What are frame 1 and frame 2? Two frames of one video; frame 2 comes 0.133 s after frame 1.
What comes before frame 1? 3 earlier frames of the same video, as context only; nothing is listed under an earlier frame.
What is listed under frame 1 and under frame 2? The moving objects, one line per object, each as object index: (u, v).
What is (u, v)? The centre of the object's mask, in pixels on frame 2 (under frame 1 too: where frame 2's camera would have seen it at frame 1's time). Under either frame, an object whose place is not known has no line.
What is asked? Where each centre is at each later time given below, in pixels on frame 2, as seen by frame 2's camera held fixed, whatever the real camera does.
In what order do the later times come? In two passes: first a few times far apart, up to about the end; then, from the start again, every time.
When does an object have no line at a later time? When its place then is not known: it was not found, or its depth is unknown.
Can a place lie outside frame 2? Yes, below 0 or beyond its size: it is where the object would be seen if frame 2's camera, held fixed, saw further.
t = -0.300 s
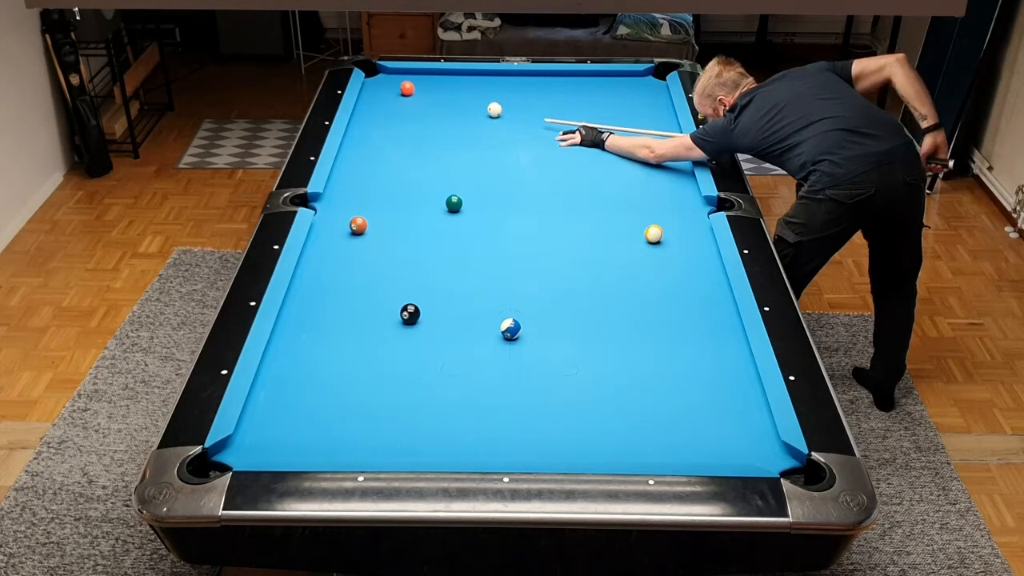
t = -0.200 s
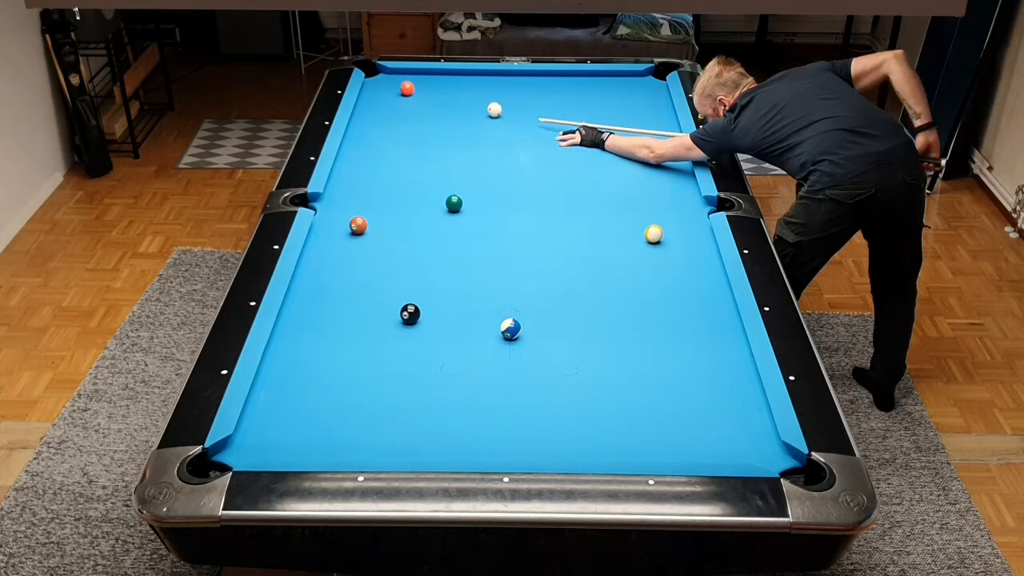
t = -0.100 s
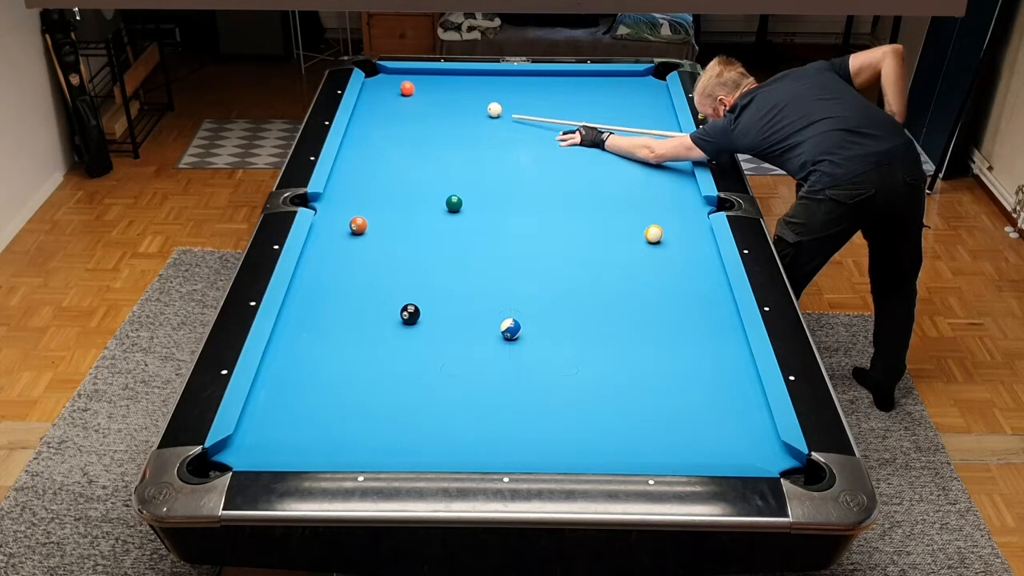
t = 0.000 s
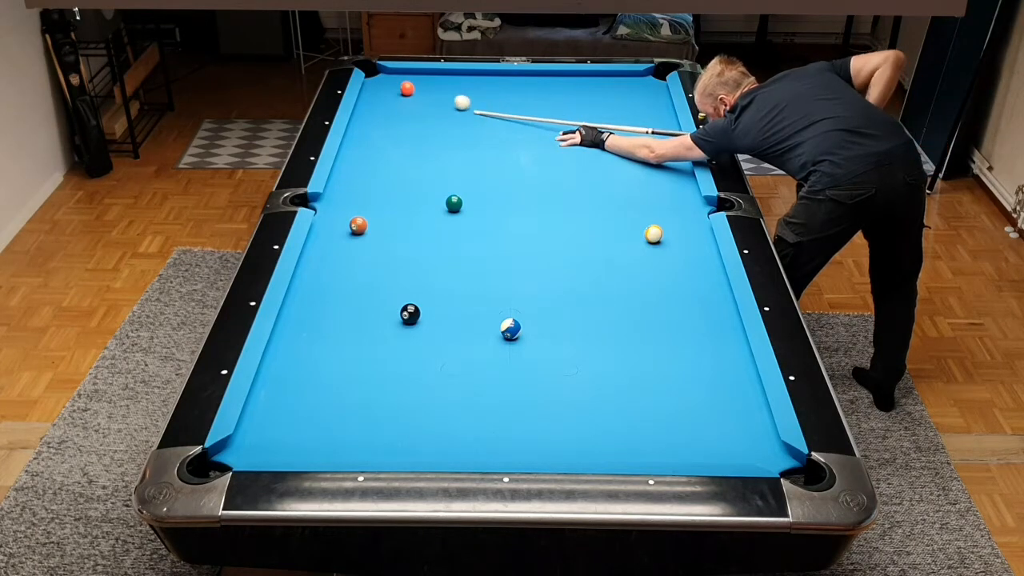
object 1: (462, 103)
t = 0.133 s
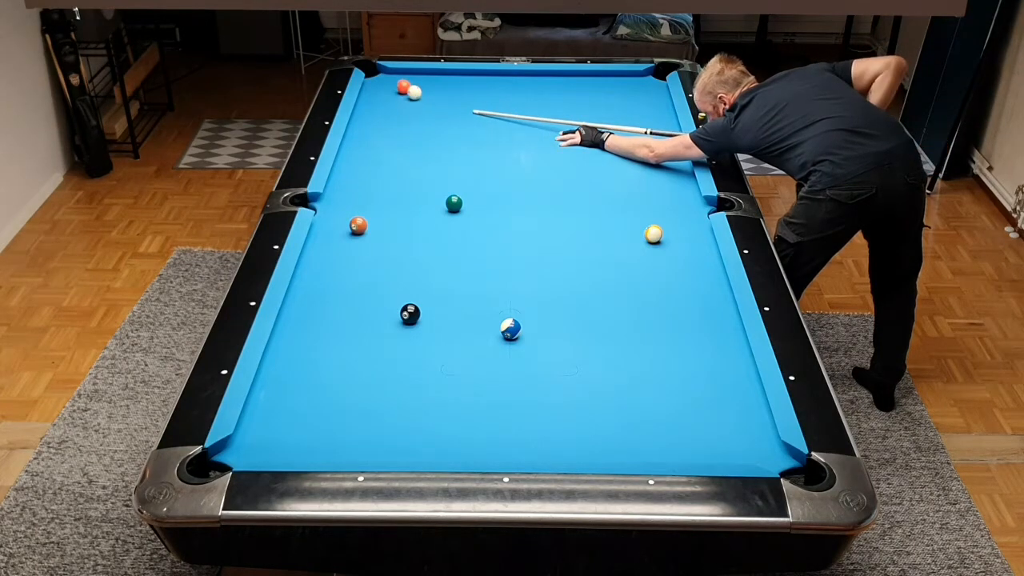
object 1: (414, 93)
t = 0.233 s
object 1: (407, 96)
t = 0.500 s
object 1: (397, 103)
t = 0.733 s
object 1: (389, 109)
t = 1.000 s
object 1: (380, 116)
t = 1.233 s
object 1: (373, 121)
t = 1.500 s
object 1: (365, 127)
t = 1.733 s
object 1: (358, 132)
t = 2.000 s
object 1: (351, 138)
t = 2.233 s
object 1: (350, 142)
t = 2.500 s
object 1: (350, 146)
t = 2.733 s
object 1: (351, 150)
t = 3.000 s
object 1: (351, 153)
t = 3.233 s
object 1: (351, 155)
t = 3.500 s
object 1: (351, 157)
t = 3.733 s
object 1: (351, 158)
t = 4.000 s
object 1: (351, 159)
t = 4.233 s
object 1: (351, 159)
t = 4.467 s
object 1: (352, 159)
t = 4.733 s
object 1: (352, 159)
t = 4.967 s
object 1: (352, 159)
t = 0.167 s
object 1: (411, 94)
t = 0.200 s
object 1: (409, 95)
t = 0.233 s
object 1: (407, 96)
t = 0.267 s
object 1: (406, 97)
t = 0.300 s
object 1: (405, 97)
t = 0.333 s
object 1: (403, 98)
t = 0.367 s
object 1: (402, 99)
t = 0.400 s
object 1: (401, 100)
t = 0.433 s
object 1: (400, 101)
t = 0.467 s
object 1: (399, 102)
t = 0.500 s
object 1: (397, 103)
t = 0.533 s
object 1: (396, 104)
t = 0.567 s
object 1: (395, 105)
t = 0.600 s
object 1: (394, 105)
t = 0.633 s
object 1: (393, 106)
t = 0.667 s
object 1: (392, 107)
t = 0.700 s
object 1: (390, 108)
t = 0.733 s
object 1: (389, 109)
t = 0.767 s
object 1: (388, 110)
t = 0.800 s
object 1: (387, 111)
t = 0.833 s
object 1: (386, 112)
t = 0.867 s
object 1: (385, 112)
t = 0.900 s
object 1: (384, 113)
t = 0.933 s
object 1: (383, 114)
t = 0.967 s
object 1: (382, 115)
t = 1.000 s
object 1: (380, 116)
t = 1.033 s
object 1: (379, 116)
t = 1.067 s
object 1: (378, 117)
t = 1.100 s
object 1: (377, 118)
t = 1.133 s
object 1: (376, 119)
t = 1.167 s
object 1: (375, 120)
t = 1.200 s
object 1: (374, 120)
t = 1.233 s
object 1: (373, 121)
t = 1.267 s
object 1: (372, 122)
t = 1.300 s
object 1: (371, 123)
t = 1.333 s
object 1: (370, 124)
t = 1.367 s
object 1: (368, 124)
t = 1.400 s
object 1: (368, 125)
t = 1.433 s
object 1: (367, 126)
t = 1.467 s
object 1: (365, 127)
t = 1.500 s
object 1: (365, 127)
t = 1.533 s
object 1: (364, 128)
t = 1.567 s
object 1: (363, 129)
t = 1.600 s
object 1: (362, 130)
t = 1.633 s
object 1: (361, 130)
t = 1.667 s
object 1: (360, 131)
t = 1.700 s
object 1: (359, 132)
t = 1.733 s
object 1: (358, 132)
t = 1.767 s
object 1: (357, 133)
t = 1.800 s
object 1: (356, 134)
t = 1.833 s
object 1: (355, 134)
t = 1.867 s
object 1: (354, 135)
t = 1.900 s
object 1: (353, 136)
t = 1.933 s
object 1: (353, 136)
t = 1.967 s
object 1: (352, 137)
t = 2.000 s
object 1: (351, 138)
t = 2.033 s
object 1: (350, 138)
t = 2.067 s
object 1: (350, 139)
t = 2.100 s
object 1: (350, 140)
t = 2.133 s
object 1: (350, 140)
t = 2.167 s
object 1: (350, 141)
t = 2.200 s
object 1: (350, 141)
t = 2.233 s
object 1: (350, 142)
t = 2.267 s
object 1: (350, 142)
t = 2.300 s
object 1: (350, 143)
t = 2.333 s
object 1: (350, 144)
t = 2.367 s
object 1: (350, 144)
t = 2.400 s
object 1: (350, 145)
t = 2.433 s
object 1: (350, 145)
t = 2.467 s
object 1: (350, 146)
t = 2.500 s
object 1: (350, 146)
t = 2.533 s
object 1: (351, 147)
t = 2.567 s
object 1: (351, 147)
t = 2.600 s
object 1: (351, 147)
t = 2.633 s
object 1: (351, 148)
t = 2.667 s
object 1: (351, 149)
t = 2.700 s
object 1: (351, 149)
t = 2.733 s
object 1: (351, 150)
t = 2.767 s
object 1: (351, 150)
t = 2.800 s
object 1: (351, 150)
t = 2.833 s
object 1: (351, 151)
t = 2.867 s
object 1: (351, 151)
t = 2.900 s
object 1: (351, 152)
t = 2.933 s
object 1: (351, 152)
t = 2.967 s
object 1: (351, 152)
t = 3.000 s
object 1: (351, 153)
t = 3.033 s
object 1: (351, 153)
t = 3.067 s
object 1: (351, 153)
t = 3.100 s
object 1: (351, 154)
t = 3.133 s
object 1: (351, 154)
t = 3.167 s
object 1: (351, 155)
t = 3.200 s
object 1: (351, 155)
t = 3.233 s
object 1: (351, 155)
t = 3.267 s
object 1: (352, 156)
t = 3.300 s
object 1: (351, 156)
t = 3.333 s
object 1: (351, 156)
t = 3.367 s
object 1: (351, 156)
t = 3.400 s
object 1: (351, 157)
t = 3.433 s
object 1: (351, 157)
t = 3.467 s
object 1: (351, 157)
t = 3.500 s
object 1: (351, 157)
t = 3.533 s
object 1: (351, 157)
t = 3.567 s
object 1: (351, 157)
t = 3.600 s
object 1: (351, 158)
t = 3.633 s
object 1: (351, 158)
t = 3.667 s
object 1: (351, 158)
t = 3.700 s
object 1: (351, 158)
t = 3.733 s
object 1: (351, 158)
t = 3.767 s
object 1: (351, 158)
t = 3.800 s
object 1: (351, 159)
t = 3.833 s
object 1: (351, 159)
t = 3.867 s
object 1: (351, 159)
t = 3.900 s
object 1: (351, 159)
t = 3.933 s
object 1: (351, 159)
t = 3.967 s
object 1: (351, 159)
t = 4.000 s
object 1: (351, 159)
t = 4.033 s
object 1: (351, 159)
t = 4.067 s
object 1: (351, 159)
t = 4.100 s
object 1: (351, 159)
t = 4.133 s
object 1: (351, 159)
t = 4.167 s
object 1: (351, 159)
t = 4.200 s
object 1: (351, 159)
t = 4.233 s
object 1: (351, 159)
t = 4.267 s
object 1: (351, 159)
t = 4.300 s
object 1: (351, 159)
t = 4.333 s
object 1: (351, 159)
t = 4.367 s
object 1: (351, 159)
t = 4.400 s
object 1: (351, 159)
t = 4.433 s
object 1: (351, 159)
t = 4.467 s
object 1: (352, 159)
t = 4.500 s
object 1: (352, 159)
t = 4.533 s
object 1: (352, 159)
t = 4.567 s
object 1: (352, 159)
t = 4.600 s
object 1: (352, 159)
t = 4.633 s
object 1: (352, 159)
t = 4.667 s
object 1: (352, 159)
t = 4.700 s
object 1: (352, 159)
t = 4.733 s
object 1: (352, 159)
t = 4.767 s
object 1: (352, 159)
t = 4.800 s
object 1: (352, 159)
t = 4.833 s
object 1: (352, 159)
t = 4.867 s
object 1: (352, 159)
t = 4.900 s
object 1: (352, 159)
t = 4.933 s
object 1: (352, 159)
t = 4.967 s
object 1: (352, 159)
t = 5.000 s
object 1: (352, 159)
